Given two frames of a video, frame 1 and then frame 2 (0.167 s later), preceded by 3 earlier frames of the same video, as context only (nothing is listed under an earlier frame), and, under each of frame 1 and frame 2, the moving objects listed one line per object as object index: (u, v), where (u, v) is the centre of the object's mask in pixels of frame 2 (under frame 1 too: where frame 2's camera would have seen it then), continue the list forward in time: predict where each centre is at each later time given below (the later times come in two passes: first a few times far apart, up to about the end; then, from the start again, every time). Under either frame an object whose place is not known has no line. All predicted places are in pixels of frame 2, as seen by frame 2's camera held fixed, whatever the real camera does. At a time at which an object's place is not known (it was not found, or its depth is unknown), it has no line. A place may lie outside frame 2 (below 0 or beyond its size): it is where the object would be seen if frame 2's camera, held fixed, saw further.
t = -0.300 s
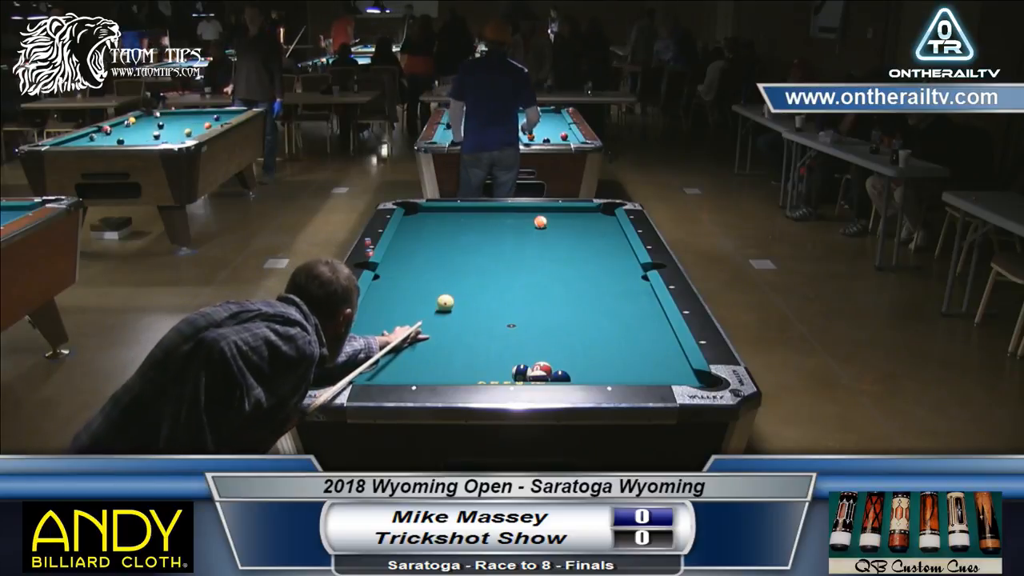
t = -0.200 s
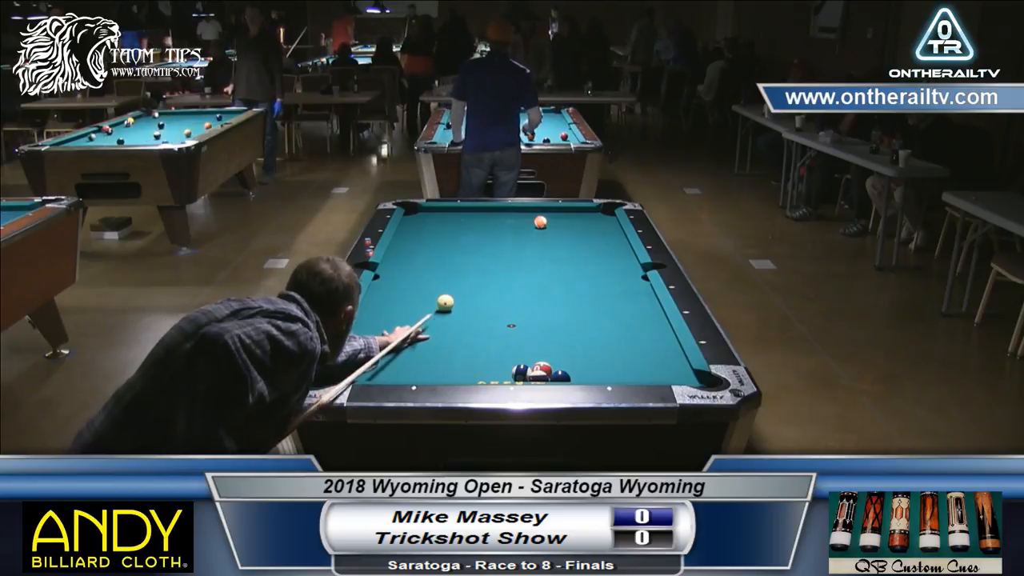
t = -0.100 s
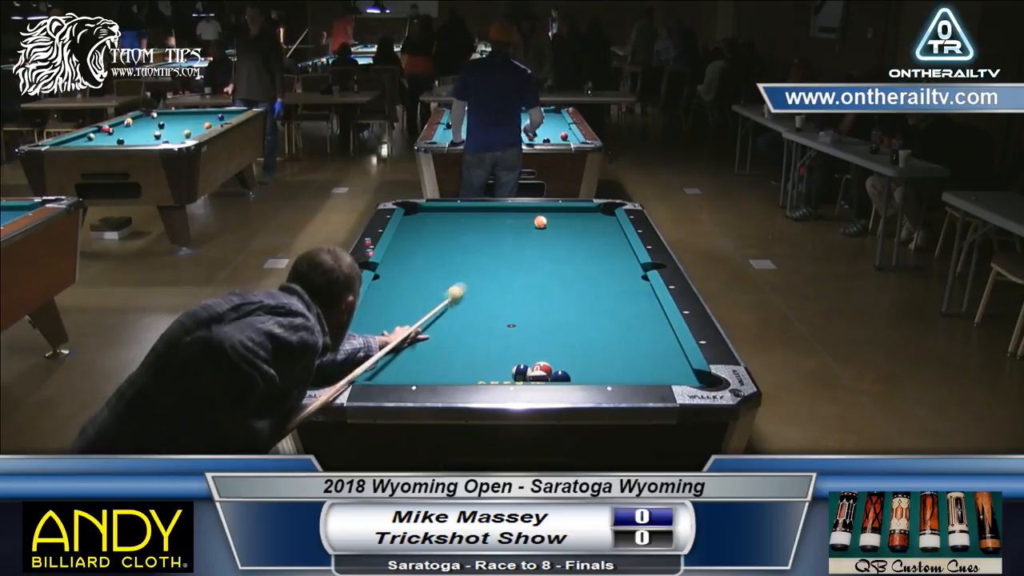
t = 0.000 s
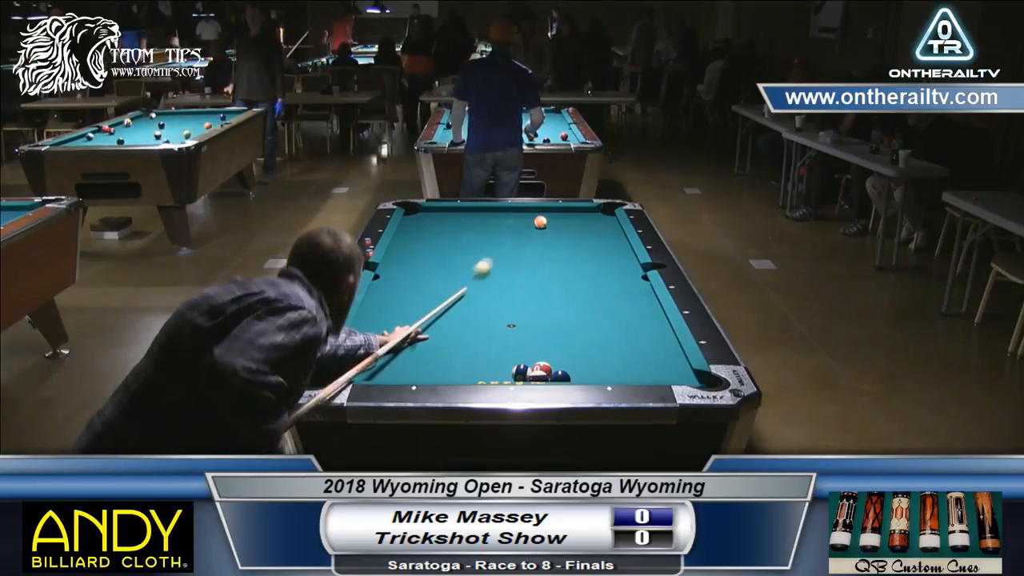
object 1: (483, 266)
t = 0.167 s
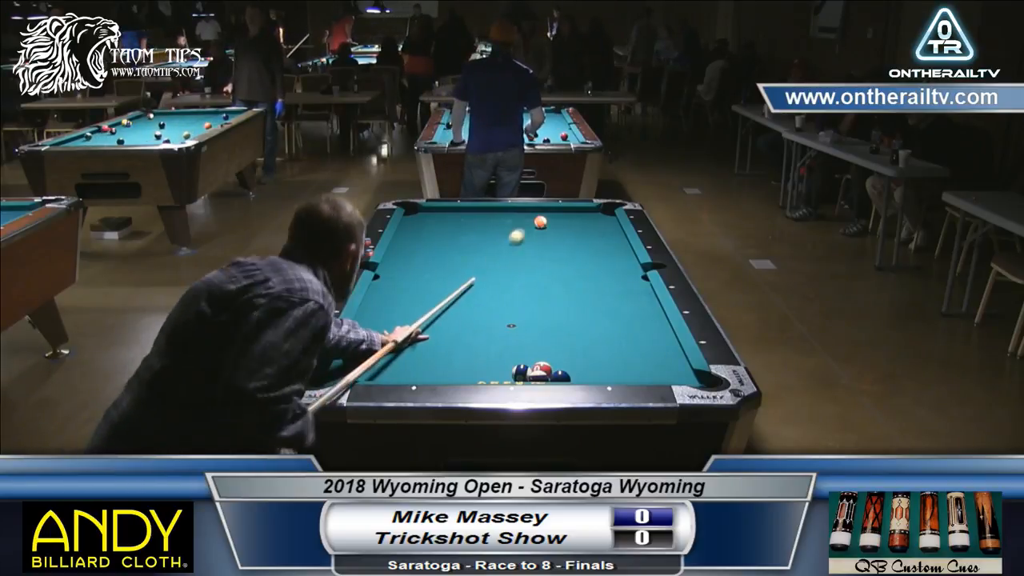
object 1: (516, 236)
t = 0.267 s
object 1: (528, 223)
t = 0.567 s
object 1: (499, 212)
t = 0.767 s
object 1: (493, 219)
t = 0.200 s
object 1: (522, 231)
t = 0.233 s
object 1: (527, 227)
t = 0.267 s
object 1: (528, 223)
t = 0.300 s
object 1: (523, 221)
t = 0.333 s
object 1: (518, 219)
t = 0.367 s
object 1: (513, 216)
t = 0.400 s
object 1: (509, 214)
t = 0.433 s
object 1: (505, 211)
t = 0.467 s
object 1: (502, 209)
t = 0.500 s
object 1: (500, 209)
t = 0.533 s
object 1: (499, 211)
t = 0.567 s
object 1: (499, 212)
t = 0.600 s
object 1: (498, 214)
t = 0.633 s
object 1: (497, 215)
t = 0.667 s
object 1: (496, 216)
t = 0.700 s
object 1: (495, 217)
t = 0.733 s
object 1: (494, 218)
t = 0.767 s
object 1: (493, 219)
